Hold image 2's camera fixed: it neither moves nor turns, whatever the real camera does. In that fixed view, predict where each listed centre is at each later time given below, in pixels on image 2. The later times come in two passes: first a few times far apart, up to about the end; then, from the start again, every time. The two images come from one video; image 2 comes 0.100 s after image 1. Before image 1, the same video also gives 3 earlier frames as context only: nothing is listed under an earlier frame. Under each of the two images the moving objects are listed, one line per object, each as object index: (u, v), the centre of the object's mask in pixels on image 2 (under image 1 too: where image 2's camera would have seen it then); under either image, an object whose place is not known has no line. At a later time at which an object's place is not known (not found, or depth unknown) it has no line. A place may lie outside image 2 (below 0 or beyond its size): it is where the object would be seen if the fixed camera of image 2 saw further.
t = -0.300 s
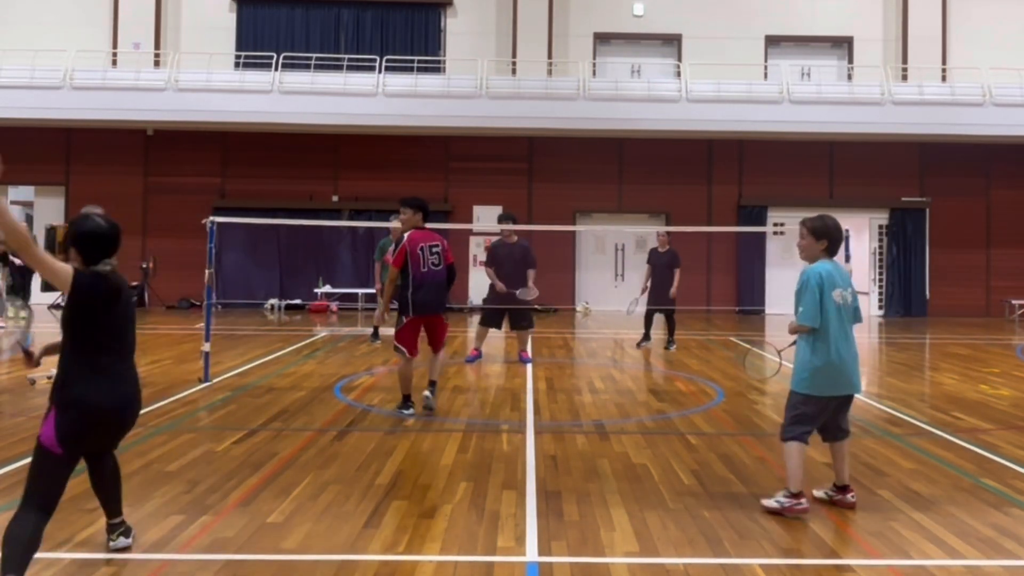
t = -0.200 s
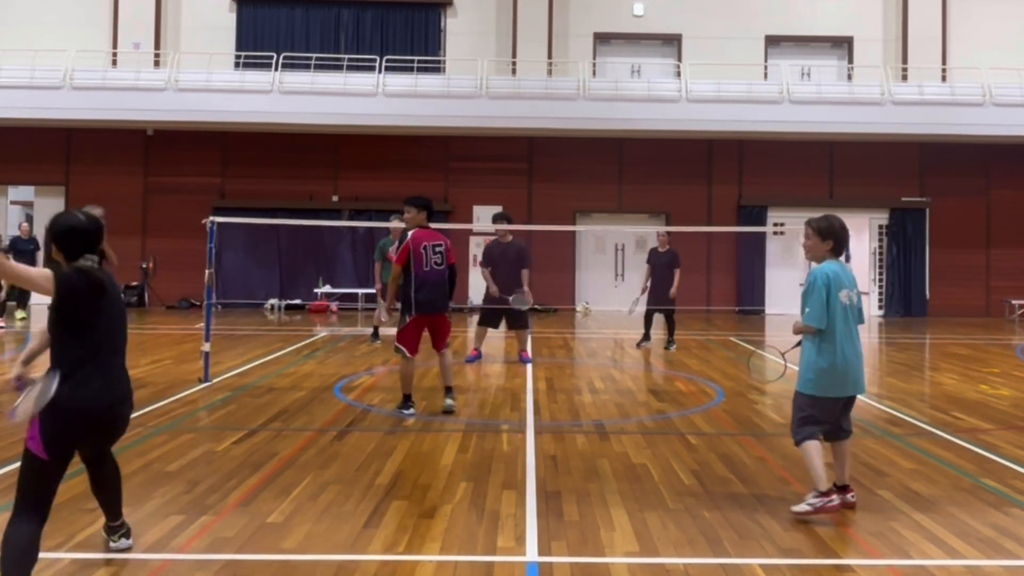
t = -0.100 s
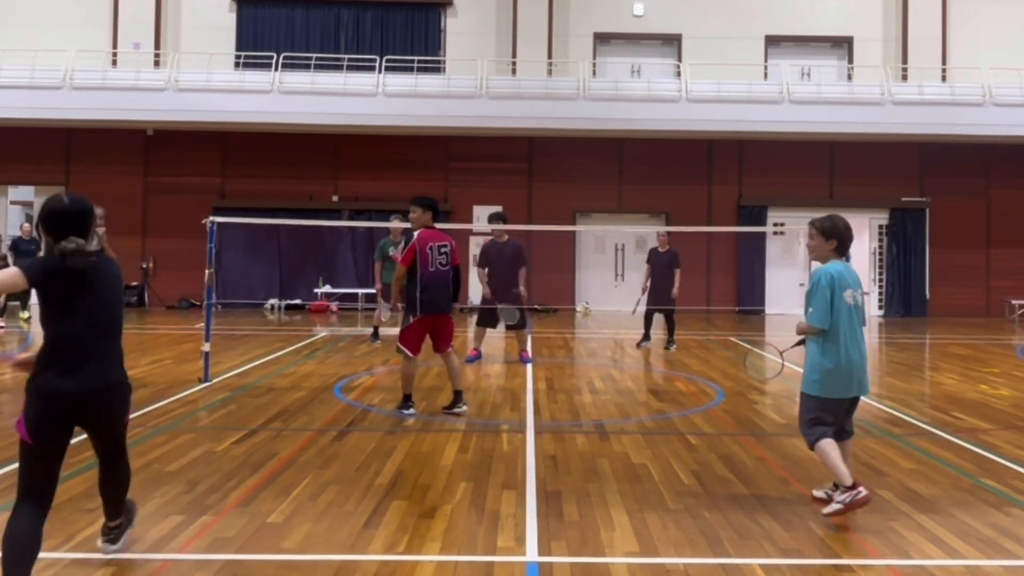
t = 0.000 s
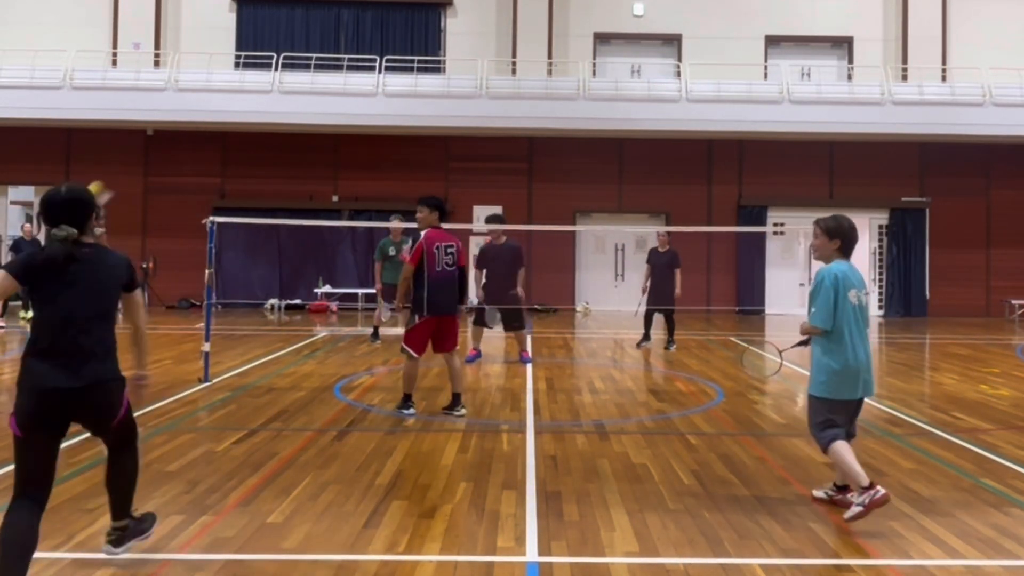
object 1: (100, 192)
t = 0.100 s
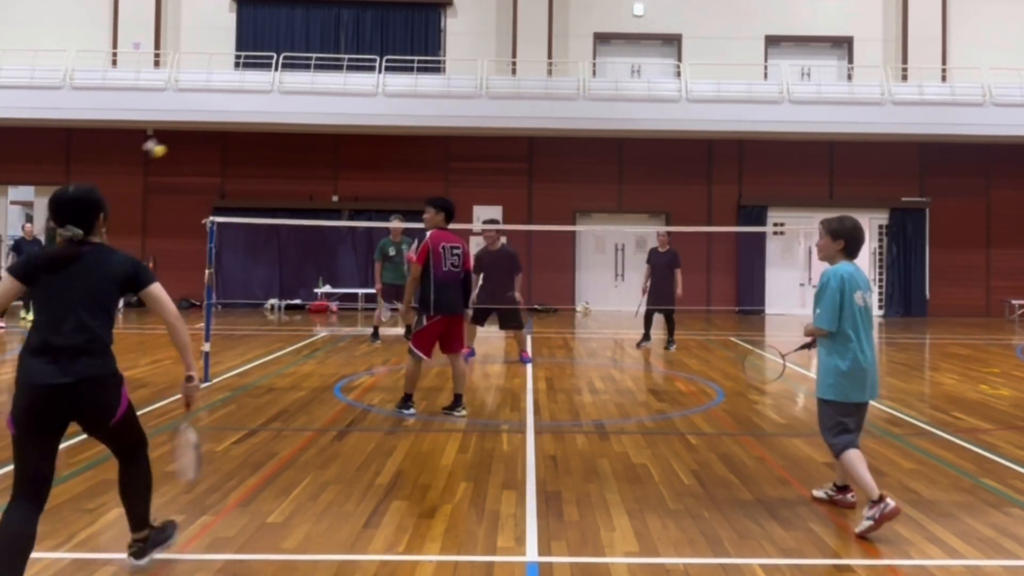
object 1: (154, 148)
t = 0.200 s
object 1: (193, 137)
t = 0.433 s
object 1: (245, 160)
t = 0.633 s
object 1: (268, 205)
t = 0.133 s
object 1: (170, 142)
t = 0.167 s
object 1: (182, 139)
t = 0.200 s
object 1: (193, 137)
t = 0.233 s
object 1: (203, 137)
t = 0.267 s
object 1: (212, 139)
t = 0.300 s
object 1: (221, 143)
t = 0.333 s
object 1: (228, 146)
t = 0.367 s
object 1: (234, 150)
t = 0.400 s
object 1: (240, 155)
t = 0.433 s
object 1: (245, 160)
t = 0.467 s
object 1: (250, 165)
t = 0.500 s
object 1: (254, 171)
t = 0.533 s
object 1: (258, 178)
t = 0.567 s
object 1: (261, 186)
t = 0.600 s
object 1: (265, 195)
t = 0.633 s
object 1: (268, 205)
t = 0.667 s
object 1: (270, 213)
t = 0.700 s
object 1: (273, 225)
